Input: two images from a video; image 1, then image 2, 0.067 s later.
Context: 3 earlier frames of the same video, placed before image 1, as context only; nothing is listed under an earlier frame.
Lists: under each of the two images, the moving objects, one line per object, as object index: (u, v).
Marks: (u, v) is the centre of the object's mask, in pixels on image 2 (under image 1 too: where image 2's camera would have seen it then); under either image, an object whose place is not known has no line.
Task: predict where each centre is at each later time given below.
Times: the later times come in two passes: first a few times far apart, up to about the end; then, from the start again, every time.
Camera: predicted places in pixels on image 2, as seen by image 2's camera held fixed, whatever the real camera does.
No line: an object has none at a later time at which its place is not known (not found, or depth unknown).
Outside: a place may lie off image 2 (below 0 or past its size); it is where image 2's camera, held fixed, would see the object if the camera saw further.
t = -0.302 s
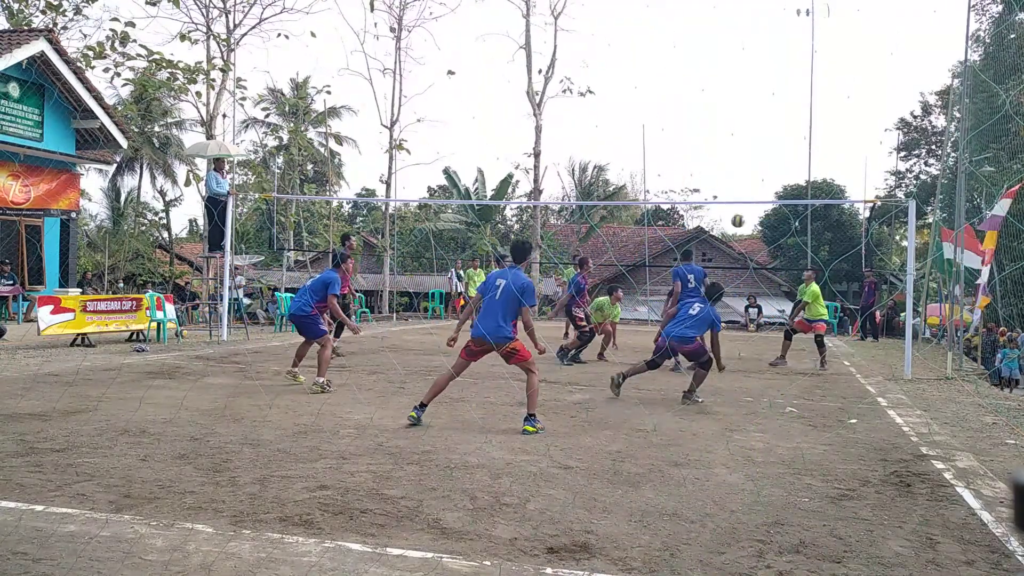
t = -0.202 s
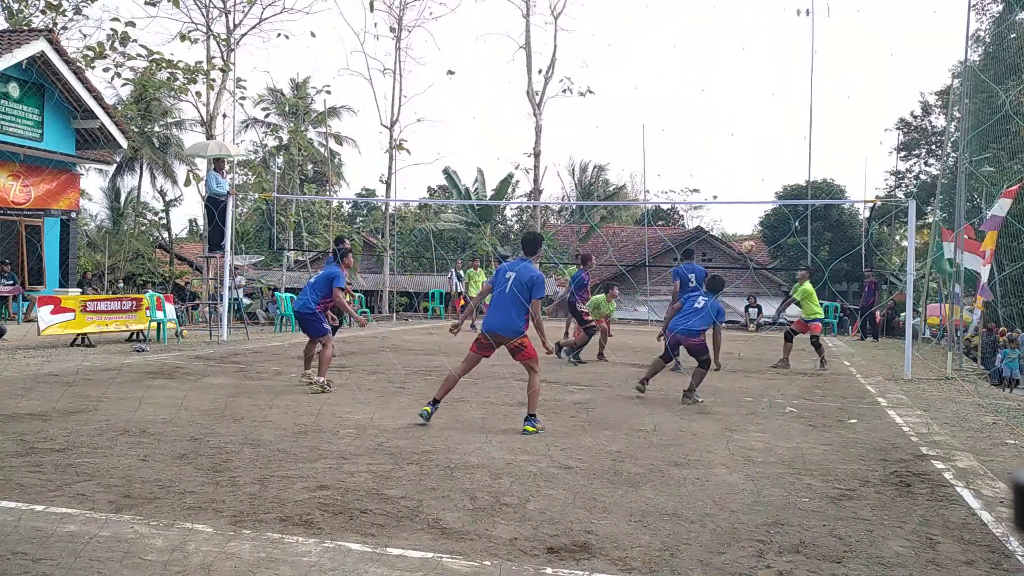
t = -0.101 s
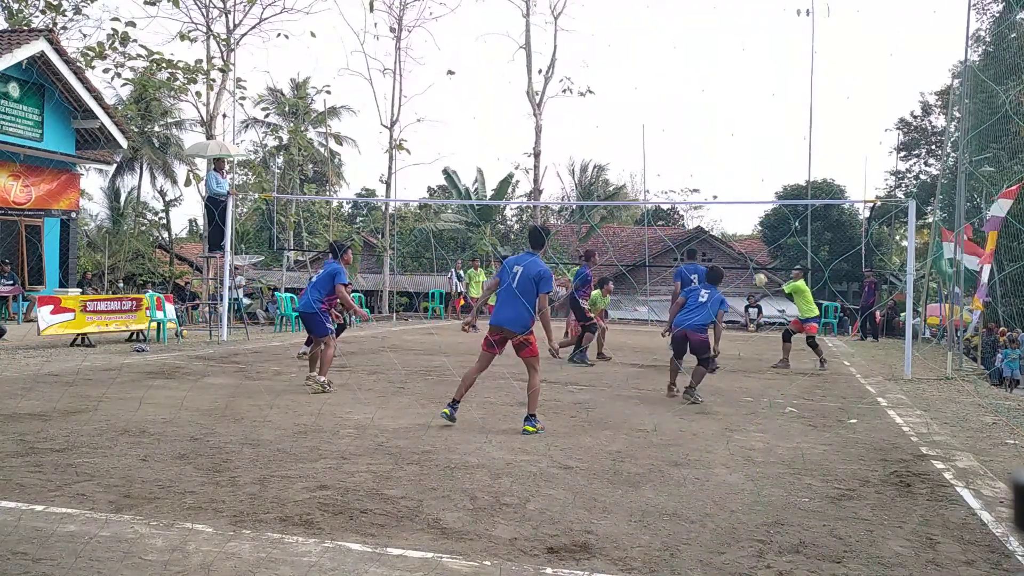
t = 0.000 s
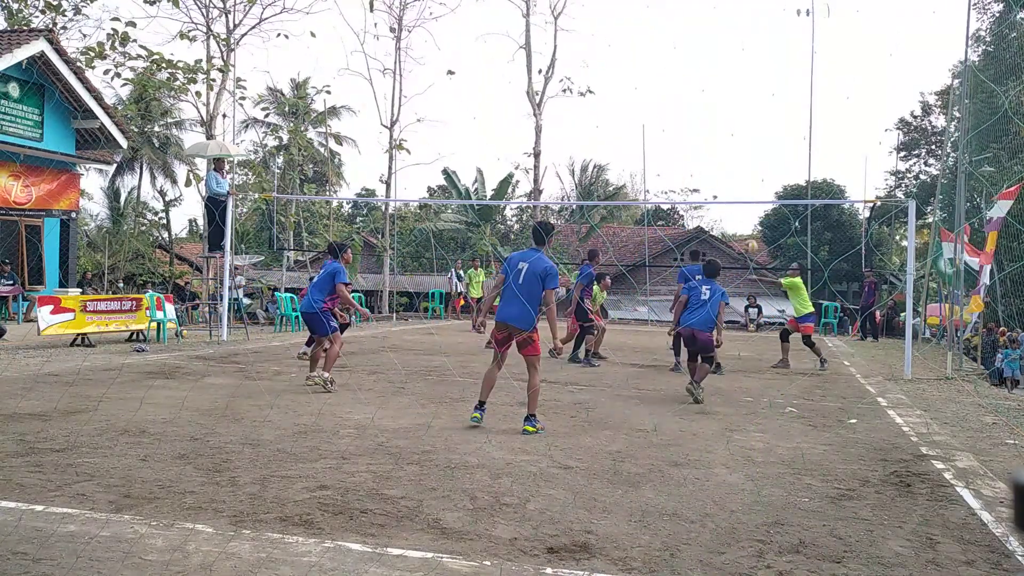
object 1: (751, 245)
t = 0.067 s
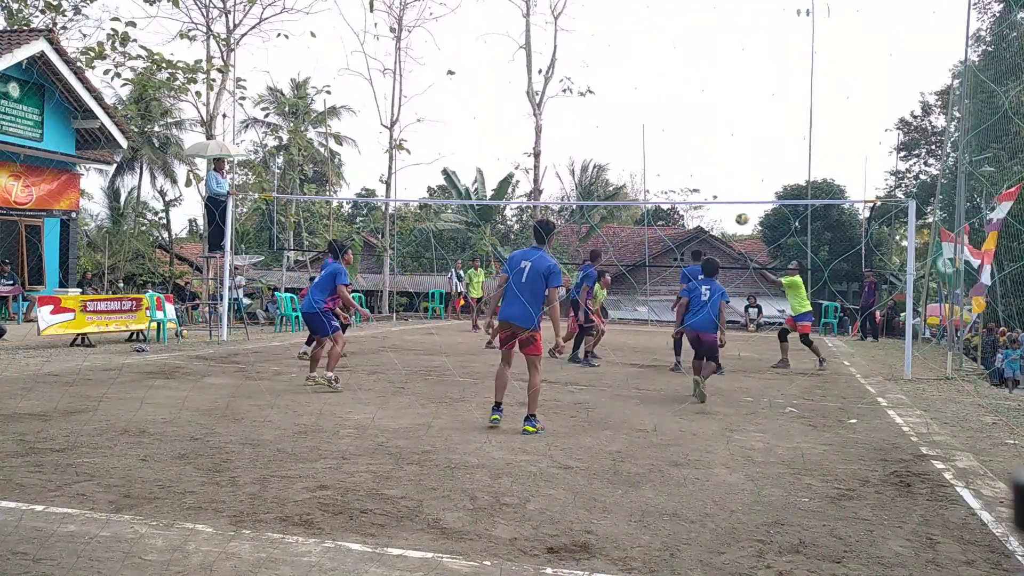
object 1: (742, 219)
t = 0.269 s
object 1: (716, 153)
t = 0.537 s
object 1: (681, 105)
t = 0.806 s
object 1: (644, 103)
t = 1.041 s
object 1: (611, 138)
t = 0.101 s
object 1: (737, 208)
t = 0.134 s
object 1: (733, 194)
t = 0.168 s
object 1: (729, 183)
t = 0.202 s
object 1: (725, 172)
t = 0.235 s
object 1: (721, 162)
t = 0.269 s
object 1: (716, 153)
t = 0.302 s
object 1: (712, 144)
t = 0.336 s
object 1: (707, 136)
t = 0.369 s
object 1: (703, 129)
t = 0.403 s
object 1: (699, 123)
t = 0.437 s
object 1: (694, 117)
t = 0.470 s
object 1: (690, 112)
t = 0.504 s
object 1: (685, 108)
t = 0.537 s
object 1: (681, 105)
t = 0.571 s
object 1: (676, 101)
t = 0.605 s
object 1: (672, 100)
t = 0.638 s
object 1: (667, 99)
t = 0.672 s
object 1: (663, 98)
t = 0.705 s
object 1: (658, 98)
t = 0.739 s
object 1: (653, 99)
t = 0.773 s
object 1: (649, 100)
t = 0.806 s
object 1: (644, 103)
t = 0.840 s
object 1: (639, 106)
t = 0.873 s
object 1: (635, 109)
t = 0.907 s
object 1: (630, 114)
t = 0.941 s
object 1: (625, 119)
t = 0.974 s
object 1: (620, 125)
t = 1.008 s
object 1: (616, 131)
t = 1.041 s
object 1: (611, 138)
